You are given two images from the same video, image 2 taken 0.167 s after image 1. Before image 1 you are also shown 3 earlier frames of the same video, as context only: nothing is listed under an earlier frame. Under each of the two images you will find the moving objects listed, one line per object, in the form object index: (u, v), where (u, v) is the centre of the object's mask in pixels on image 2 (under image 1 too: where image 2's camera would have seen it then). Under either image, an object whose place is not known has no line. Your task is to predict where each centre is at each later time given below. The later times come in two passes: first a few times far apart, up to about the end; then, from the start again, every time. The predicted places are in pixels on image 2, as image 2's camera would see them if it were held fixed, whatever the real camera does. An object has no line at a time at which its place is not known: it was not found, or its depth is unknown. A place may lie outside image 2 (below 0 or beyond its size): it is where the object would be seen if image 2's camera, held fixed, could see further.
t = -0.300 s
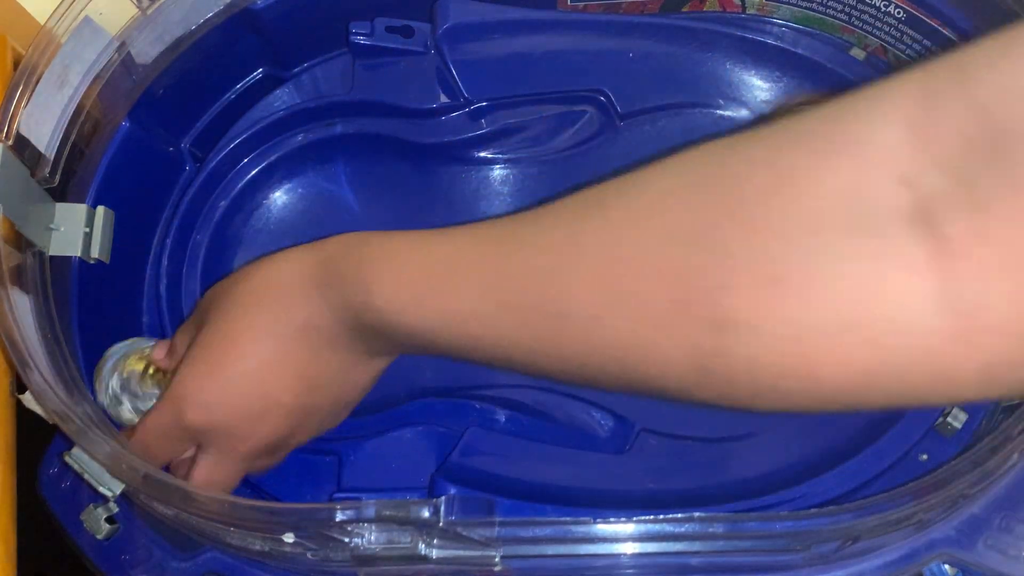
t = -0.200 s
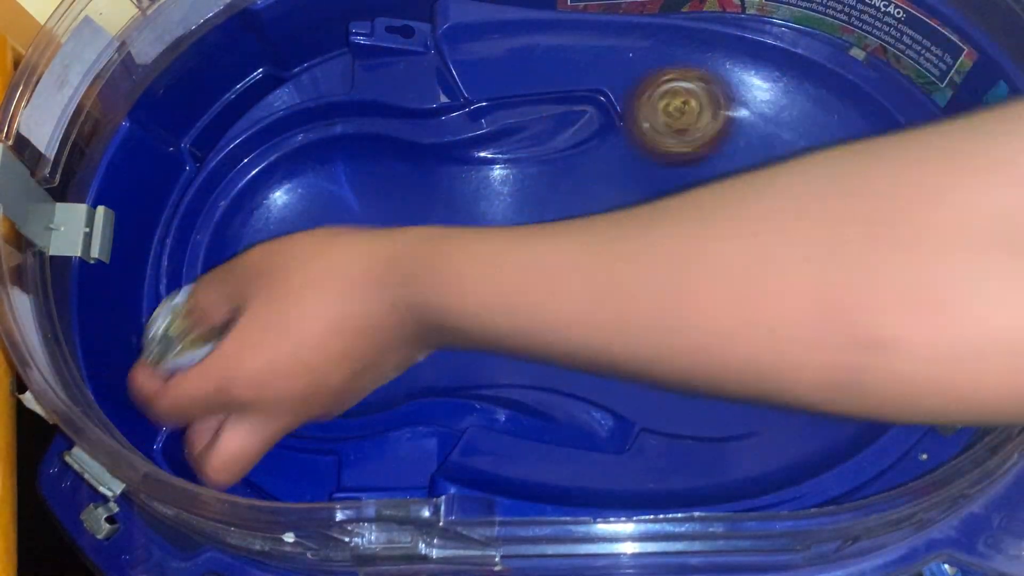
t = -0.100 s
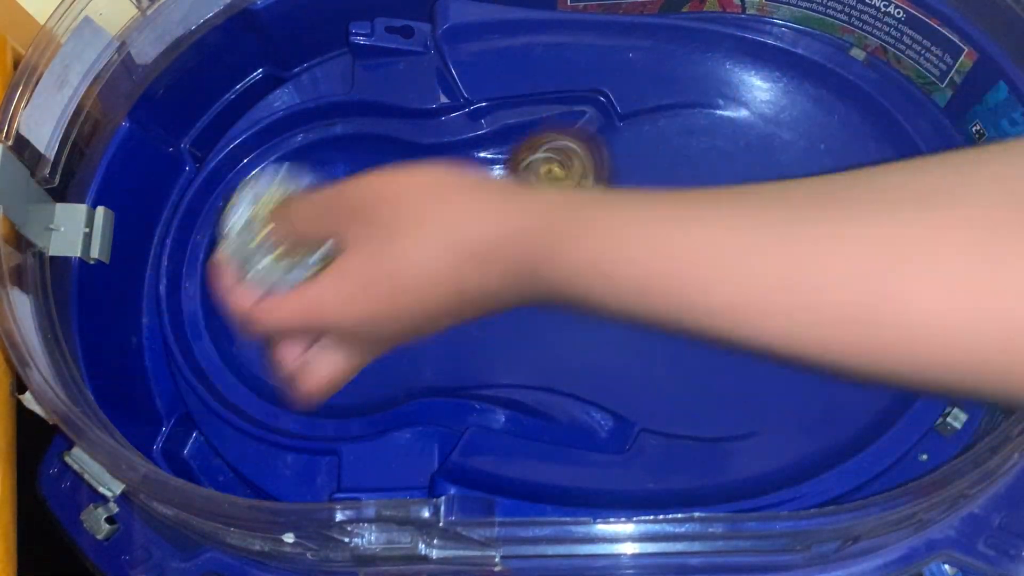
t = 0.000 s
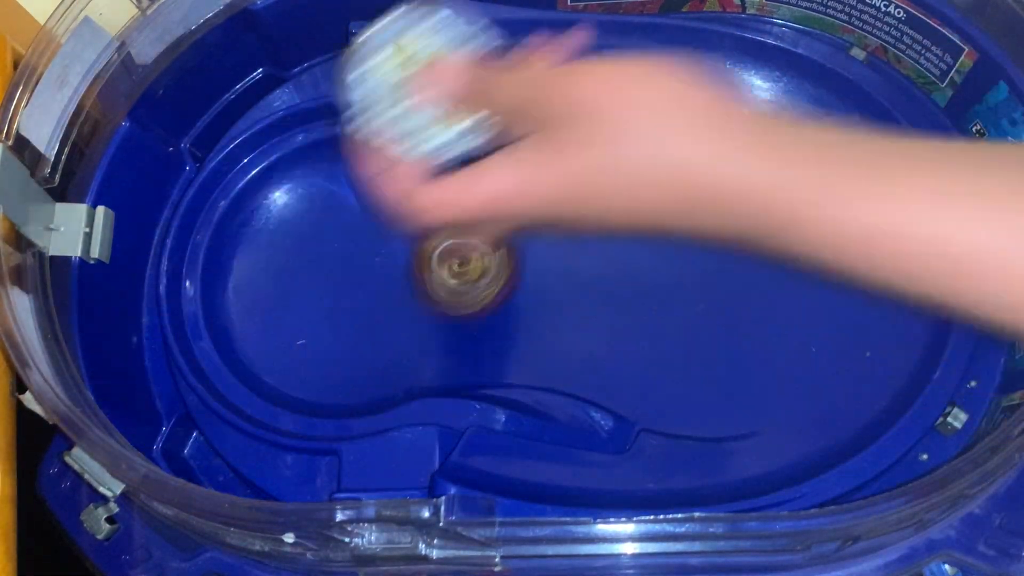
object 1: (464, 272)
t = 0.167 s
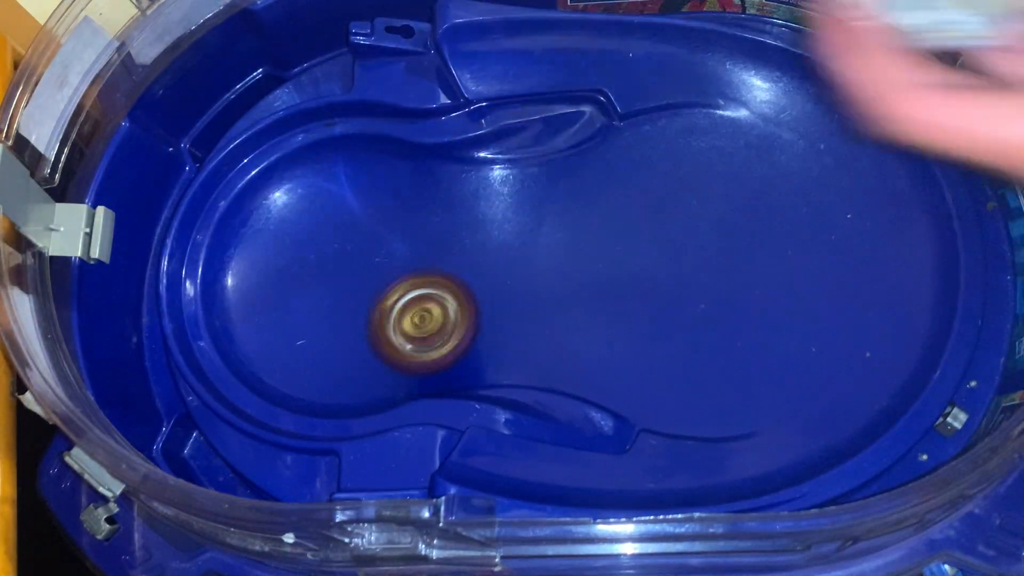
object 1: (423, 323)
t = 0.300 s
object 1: (462, 309)
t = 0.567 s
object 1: (517, 272)
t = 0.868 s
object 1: (516, 236)
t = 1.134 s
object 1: (578, 270)
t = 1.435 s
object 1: (813, 226)
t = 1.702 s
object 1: (734, 129)
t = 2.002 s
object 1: (688, 336)
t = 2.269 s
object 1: (850, 330)
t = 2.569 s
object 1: (654, 205)
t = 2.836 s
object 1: (475, 264)
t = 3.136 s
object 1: (369, 246)
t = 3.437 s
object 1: (270, 275)
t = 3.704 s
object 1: (329, 311)
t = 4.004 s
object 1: (419, 247)
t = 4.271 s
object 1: (424, 239)
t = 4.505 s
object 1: (470, 288)
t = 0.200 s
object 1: (430, 320)
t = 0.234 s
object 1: (441, 316)
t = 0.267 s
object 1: (452, 312)
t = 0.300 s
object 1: (462, 309)
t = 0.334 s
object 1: (473, 306)
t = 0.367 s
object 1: (483, 302)
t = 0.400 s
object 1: (492, 296)
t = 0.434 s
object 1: (501, 292)
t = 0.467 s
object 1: (507, 288)
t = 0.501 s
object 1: (511, 283)
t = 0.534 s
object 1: (514, 277)
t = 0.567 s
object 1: (517, 272)
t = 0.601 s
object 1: (518, 266)
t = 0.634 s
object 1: (518, 260)
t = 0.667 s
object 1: (519, 255)
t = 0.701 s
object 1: (518, 250)
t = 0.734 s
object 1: (518, 245)
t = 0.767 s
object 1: (519, 242)
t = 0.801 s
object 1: (518, 240)
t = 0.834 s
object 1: (517, 238)
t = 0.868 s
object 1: (516, 236)
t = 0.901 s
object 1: (516, 236)
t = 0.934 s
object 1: (517, 237)
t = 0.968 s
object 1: (519, 239)
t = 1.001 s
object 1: (525, 243)
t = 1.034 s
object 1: (533, 248)
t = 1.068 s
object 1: (544, 254)
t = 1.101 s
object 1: (559, 262)
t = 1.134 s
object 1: (578, 270)
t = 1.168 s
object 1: (602, 279)
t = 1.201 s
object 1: (630, 285)
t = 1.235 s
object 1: (661, 288)
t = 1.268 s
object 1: (694, 287)
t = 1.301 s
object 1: (722, 284)
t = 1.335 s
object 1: (750, 274)
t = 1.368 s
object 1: (776, 261)
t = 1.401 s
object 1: (797, 244)
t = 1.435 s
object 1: (813, 226)
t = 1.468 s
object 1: (824, 207)
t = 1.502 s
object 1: (830, 185)
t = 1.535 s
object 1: (828, 164)
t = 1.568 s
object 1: (818, 145)
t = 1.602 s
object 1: (801, 130)
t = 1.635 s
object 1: (779, 122)
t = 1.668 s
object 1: (756, 122)
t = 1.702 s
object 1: (734, 129)
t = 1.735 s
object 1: (714, 142)
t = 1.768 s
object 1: (696, 159)
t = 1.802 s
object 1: (682, 182)
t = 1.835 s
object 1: (672, 207)
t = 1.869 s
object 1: (665, 234)
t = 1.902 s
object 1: (661, 261)
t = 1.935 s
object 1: (664, 285)
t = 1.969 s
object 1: (672, 313)
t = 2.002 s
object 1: (688, 336)
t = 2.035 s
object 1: (707, 357)
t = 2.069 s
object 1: (730, 375)
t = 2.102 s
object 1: (754, 386)
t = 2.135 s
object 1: (780, 390)
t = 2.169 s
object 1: (806, 383)
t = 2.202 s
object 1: (827, 371)
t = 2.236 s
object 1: (843, 352)
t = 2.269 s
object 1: (850, 330)
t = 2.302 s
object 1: (851, 304)
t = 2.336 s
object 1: (842, 280)
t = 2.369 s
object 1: (827, 259)
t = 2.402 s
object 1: (805, 242)
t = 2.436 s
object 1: (778, 226)
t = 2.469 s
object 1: (748, 214)
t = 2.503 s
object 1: (718, 207)
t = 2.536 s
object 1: (685, 204)
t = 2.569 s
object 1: (654, 205)
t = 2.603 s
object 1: (624, 210)
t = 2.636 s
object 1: (594, 218)
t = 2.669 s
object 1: (566, 228)
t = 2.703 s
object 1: (540, 238)
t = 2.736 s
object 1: (519, 248)
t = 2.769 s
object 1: (502, 256)
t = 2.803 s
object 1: (487, 261)
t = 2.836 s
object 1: (475, 264)
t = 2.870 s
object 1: (464, 266)
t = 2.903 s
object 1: (454, 266)
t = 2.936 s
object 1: (443, 265)
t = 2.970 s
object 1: (432, 263)
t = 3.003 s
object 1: (421, 260)
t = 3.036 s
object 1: (409, 256)
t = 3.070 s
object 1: (396, 252)
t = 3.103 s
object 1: (383, 249)
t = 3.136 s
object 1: (369, 246)
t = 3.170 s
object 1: (355, 243)
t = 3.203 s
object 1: (340, 240)
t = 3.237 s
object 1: (326, 240)
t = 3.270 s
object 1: (313, 242)
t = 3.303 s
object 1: (300, 246)
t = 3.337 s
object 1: (289, 251)
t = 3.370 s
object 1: (280, 258)
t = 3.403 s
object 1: (274, 266)
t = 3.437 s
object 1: (270, 275)
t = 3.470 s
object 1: (268, 284)
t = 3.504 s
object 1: (270, 292)
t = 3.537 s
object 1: (274, 300)
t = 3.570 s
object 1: (283, 306)
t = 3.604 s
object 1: (292, 310)
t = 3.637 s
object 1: (303, 313)
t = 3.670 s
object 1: (316, 313)
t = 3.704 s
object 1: (329, 311)
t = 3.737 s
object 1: (343, 307)
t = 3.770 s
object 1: (356, 300)
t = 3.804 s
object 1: (369, 291)
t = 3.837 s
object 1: (381, 283)
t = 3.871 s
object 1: (391, 276)
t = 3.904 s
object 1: (401, 268)
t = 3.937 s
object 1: (408, 261)
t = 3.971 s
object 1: (415, 253)
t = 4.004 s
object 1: (419, 247)
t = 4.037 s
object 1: (422, 241)
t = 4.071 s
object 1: (424, 236)
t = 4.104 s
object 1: (425, 233)
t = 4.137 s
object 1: (425, 232)
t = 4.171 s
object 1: (424, 233)
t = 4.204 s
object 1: (424, 234)
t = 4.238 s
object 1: (424, 236)
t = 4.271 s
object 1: (424, 239)
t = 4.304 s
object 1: (426, 244)
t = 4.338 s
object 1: (429, 250)
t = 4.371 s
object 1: (433, 257)
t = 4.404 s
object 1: (439, 264)
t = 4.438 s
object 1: (446, 272)
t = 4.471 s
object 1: (456, 280)
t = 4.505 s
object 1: (470, 288)
